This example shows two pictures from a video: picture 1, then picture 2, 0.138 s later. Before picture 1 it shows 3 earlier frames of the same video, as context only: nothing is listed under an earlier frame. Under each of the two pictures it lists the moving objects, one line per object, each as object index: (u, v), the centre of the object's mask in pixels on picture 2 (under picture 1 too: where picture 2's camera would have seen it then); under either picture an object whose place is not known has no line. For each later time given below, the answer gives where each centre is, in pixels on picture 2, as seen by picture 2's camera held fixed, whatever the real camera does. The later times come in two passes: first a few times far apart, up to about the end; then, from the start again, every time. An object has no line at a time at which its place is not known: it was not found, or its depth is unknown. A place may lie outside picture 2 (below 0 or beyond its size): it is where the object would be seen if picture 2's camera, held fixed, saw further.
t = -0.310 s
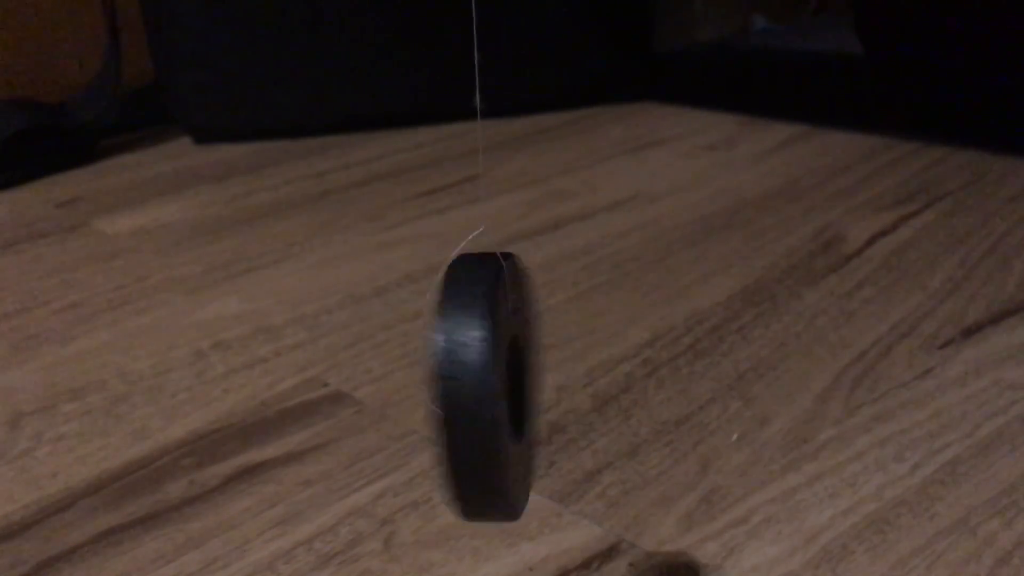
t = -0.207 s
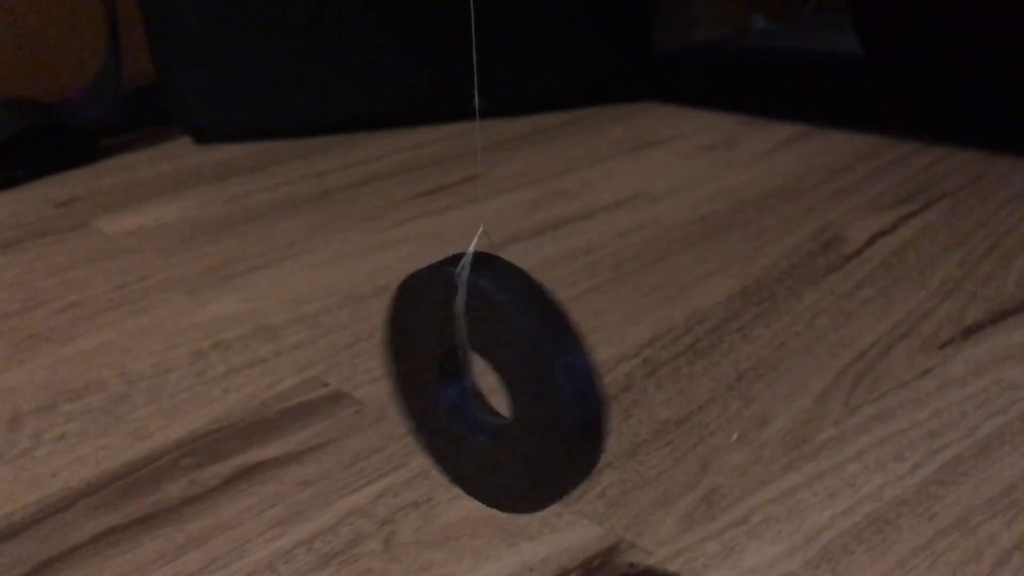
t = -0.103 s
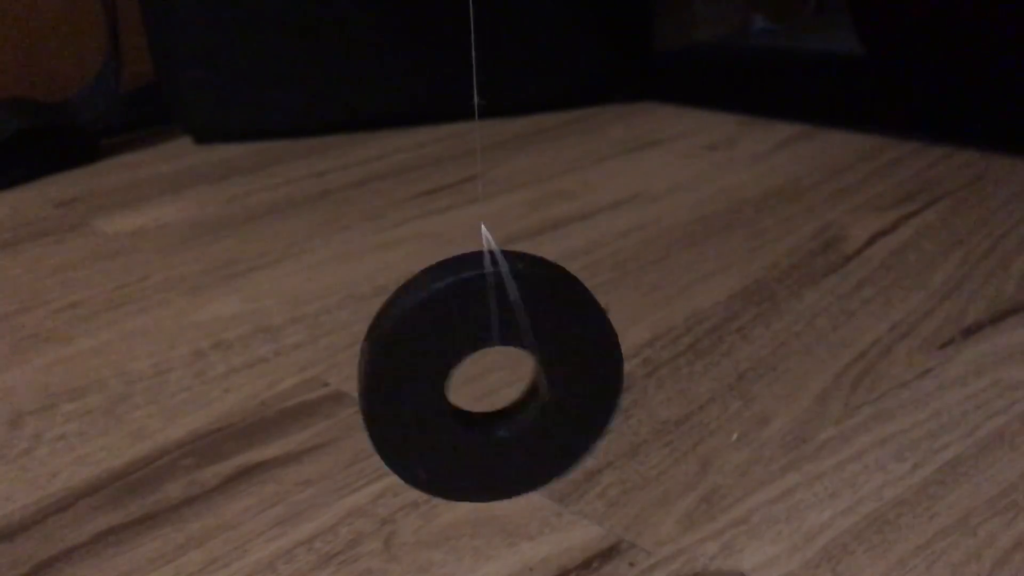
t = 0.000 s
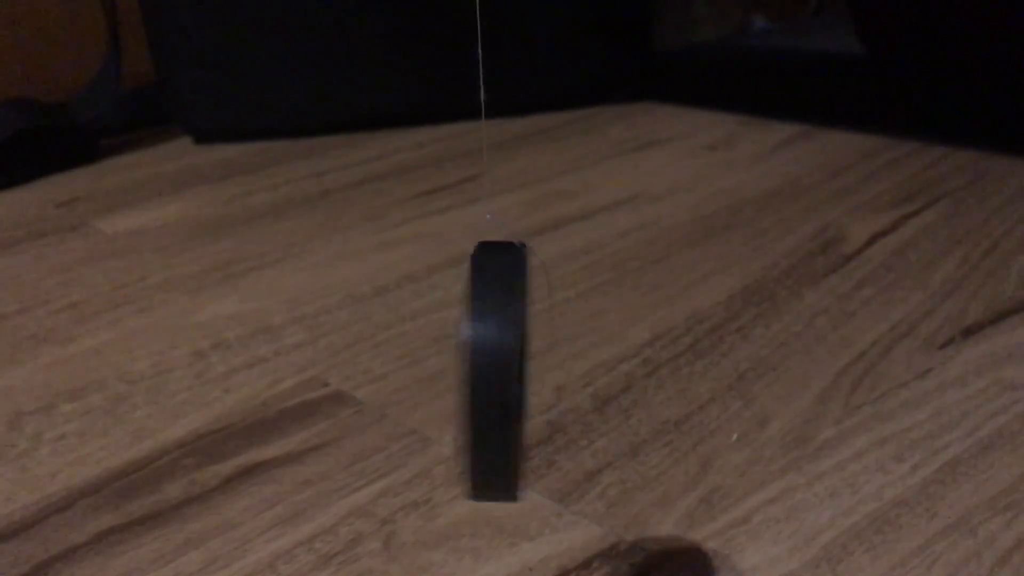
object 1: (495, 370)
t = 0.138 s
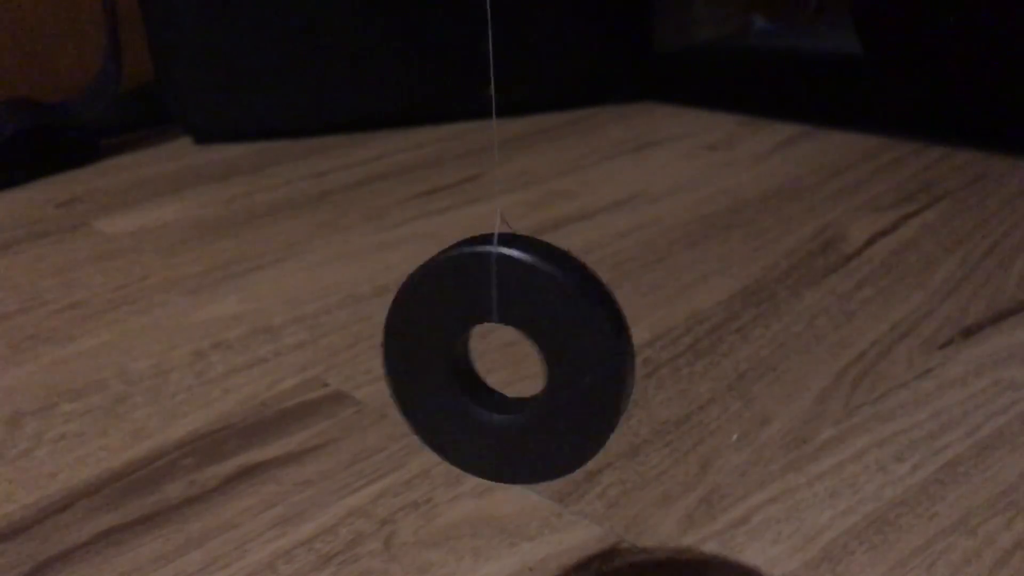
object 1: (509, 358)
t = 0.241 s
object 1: (485, 345)
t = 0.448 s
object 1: (538, 341)
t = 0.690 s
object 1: (529, 360)
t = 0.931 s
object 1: (489, 363)
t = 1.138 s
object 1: (498, 383)
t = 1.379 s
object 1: (499, 385)
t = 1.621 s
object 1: (491, 369)
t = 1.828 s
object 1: (511, 387)
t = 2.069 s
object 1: (529, 348)
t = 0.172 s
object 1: (508, 357)
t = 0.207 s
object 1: (507, 355)
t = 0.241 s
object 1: (485, 345)
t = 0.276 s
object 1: (507, 352)
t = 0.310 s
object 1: (510, 351)
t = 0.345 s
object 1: (513, 350)
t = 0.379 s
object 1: (524, 353)
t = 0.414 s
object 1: (527, 350)
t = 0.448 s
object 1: (538, 341)
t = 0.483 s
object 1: (543, 330)
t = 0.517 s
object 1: (524, 380)
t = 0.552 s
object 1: (505, 330)
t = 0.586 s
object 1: (519, 350)
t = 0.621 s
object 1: (520, 351)
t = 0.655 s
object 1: (520, 353)
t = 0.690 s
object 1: (529, 360)
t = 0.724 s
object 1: (530, 359)
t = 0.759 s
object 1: (530, 360)
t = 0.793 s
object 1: (544, 351)
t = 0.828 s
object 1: (520, 363)
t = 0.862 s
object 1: (523, 402)
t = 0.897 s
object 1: (490, 346)
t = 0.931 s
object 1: (489, 363)
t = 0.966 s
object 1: (500, 377)
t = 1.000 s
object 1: (505, 380)
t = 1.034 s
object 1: (508, 383)
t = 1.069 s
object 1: (507, 383)
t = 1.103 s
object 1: (516, 372)
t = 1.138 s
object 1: (498, 383)
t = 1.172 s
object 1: (493, 383)
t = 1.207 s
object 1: (467, 377)
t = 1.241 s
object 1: (485, 385)
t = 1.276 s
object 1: (484, 386)
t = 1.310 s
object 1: (487, 387)
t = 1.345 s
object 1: (495, 387)
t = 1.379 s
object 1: (499, 385)
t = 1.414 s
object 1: (513, 376)
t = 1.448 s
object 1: (495, 378)
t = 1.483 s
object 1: (493, 376)
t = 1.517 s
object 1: (468, 349)
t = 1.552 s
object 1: (489, 373)
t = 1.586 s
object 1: (489, 371)
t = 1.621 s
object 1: (491, 369)
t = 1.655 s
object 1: (496, 365)
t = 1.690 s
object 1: (508, 366)
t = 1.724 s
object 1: (513, 365)
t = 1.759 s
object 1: (513, 359)
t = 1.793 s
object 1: (531, 338)
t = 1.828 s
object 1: (511, 387)
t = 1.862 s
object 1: (492, 338)
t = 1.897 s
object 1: (499, 350)
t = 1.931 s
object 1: (513, 351)
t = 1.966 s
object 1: (515, 350)
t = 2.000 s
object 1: (525, 353)
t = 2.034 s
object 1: (530, 349)
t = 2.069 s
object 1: (529, 348)
